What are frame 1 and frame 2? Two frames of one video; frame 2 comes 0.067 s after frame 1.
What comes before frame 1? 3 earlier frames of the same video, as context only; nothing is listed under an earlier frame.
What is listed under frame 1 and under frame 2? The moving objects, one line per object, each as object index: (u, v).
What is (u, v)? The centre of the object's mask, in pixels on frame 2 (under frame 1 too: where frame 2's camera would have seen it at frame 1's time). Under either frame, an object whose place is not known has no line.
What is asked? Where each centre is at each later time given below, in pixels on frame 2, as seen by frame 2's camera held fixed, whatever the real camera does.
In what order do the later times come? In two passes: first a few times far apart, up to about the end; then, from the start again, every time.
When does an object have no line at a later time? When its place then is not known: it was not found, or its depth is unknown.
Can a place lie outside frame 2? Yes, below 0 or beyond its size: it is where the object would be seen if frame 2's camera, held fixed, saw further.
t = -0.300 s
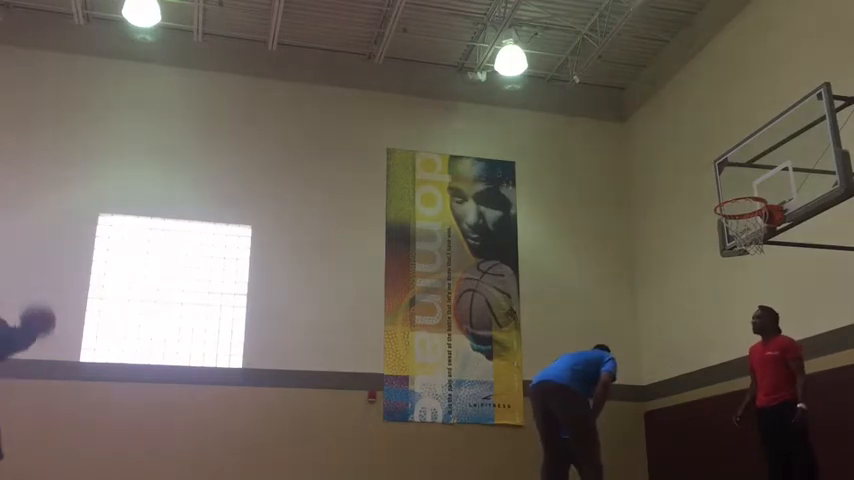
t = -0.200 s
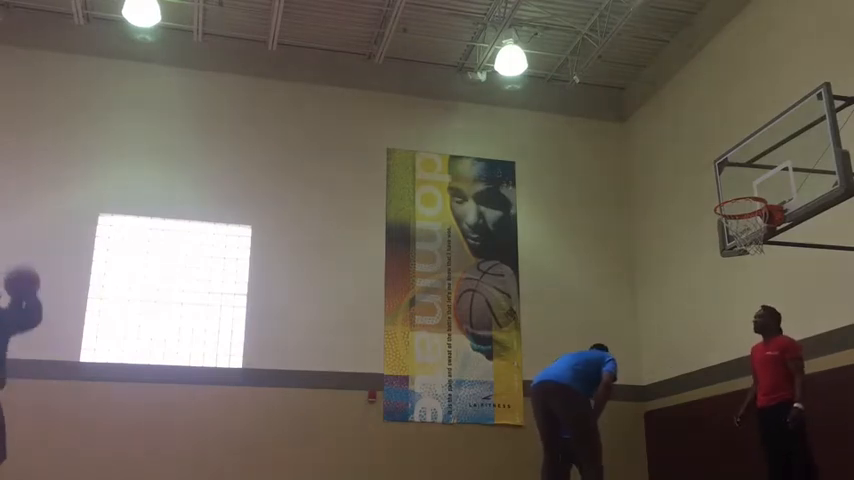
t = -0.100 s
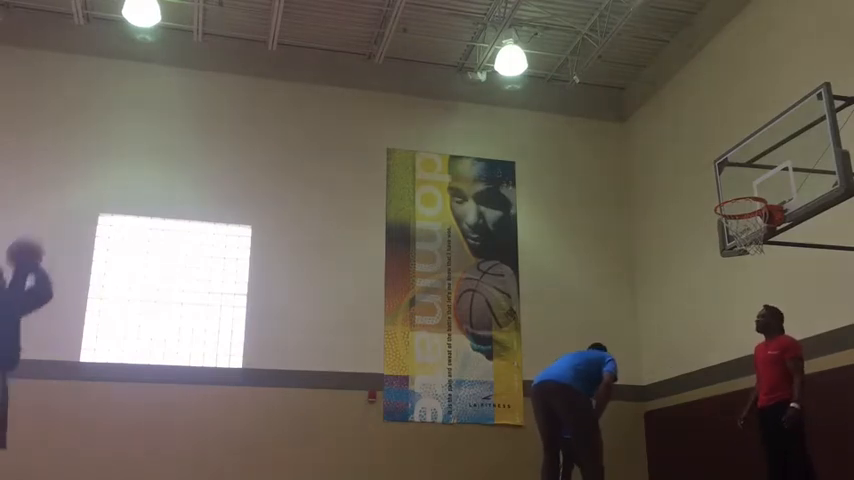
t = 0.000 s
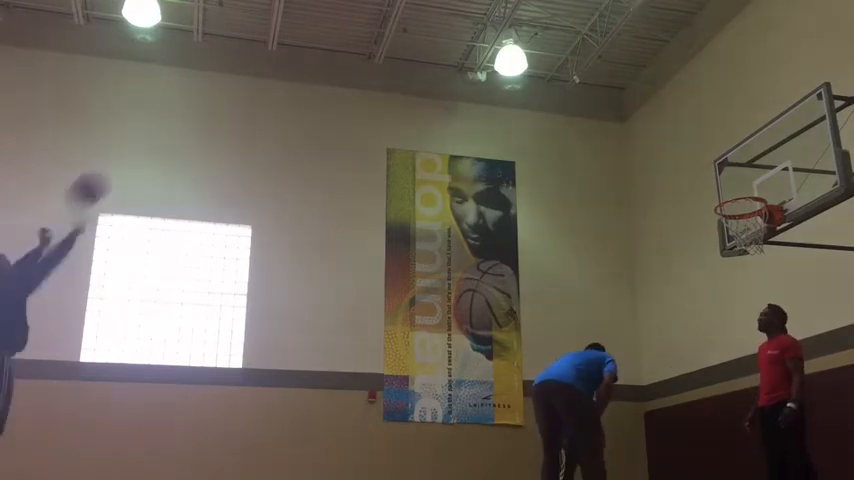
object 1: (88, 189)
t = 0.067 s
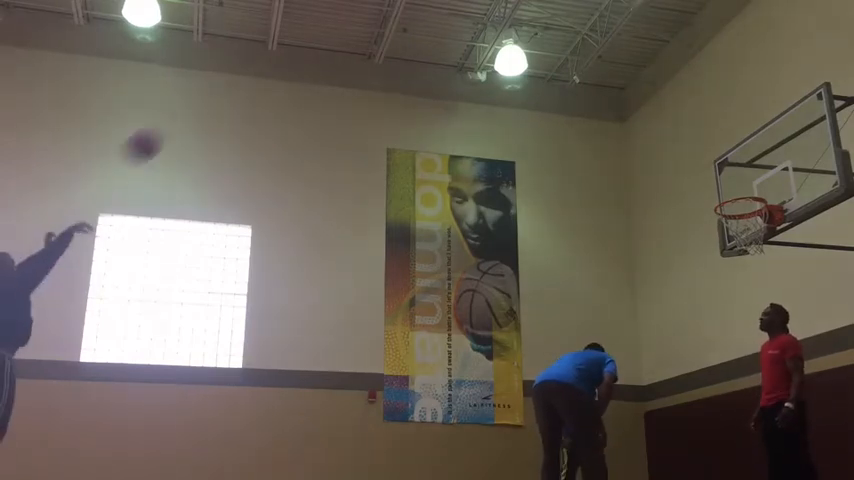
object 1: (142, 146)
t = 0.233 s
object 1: (264, 71)
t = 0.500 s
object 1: (424, 23)
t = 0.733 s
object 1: (539, 40)
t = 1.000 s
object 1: (662, 112)
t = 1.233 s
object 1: (737, 201)
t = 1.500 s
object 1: (751, 151)
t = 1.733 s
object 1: (737, 173)
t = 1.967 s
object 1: (749, 227)
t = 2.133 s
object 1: (776, 265)
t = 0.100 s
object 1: (170, 127)
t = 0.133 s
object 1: (196, 110)
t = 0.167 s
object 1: (219, 95)
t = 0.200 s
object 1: (241, 82)
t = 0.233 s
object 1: (264, 71)
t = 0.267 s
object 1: (287, 60)
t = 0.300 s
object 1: (308, 50)
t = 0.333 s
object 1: (328, 41)
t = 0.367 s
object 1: (349, 36)
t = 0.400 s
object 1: (368, 31)
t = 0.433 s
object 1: (386, 27)
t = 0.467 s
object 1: (405, 26)
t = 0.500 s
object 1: (424, 23)
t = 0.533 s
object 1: (440, 22)
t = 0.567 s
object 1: (457, 24)
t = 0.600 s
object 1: (471, 24)
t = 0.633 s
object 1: (490, 27)
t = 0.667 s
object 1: (505, 27)
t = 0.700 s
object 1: (524, 34)
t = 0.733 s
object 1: (539, 40)
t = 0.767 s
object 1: (554, 44)
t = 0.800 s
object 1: (570, 54)
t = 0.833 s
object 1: (586, 64)
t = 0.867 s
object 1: (601, 69)
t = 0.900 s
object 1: (619, 80)
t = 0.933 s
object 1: (633, 91)
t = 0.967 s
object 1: (647, 102)
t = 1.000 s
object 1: (662, 112)
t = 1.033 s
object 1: (677, 125)
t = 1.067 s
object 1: (692, 139)
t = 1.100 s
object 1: (706, 153)
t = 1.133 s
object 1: (722, 169)
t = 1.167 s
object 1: (737, 185)
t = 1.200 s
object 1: (751, 202)
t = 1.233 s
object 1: (737, 201)
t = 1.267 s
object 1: (728, 196)
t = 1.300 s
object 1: (731, 186)
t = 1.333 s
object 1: (733, 178)
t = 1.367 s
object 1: (736, 170)
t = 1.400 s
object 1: (740, 163)
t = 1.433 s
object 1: (742, 158)
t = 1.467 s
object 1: (746, 154)
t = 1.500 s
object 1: (751, 151)
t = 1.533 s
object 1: (753, 149)
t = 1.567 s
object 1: (752, 150)
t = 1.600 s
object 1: (748, 153)
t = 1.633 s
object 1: (745, 155)
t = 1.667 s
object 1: (742, 160)
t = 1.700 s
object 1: (739, 166)
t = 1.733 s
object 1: (737, 173)
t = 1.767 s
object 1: (733, 180)
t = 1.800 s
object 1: (731, 188)
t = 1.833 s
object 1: (729, 199)
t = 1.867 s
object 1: (728, 208)
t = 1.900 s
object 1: (735, 212)
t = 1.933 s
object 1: (741, 219)
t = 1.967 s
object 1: (749, 227)
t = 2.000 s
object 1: (757, 234)
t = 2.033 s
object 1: (762, 240)
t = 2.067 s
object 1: (765, 247)
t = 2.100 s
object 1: (771, 256)
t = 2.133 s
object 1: (776, 265)
